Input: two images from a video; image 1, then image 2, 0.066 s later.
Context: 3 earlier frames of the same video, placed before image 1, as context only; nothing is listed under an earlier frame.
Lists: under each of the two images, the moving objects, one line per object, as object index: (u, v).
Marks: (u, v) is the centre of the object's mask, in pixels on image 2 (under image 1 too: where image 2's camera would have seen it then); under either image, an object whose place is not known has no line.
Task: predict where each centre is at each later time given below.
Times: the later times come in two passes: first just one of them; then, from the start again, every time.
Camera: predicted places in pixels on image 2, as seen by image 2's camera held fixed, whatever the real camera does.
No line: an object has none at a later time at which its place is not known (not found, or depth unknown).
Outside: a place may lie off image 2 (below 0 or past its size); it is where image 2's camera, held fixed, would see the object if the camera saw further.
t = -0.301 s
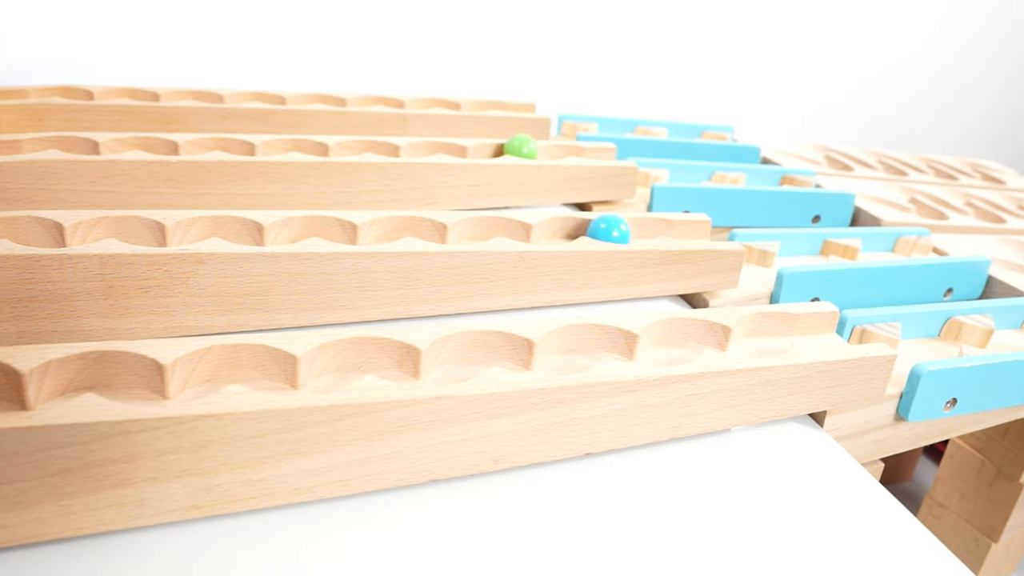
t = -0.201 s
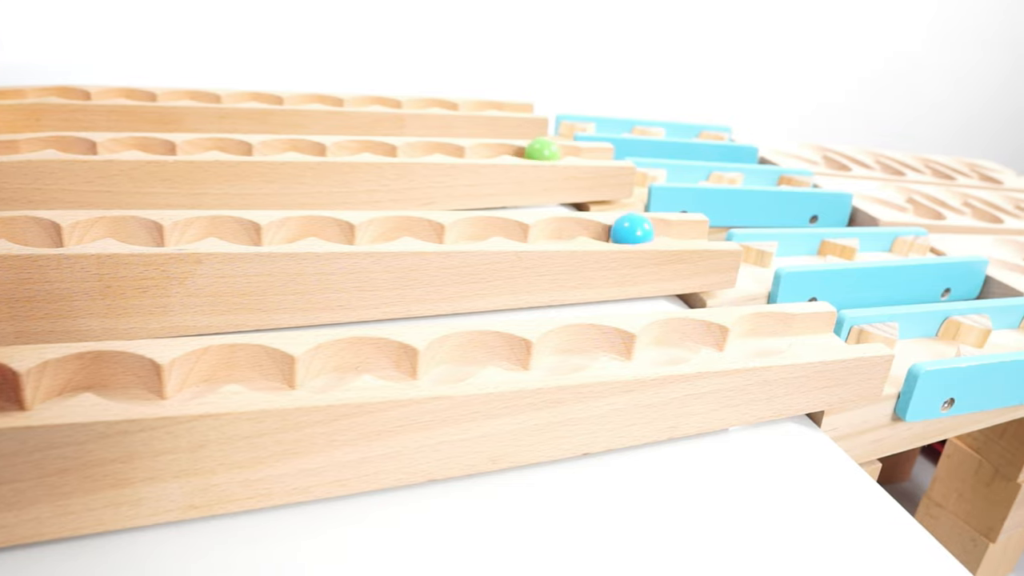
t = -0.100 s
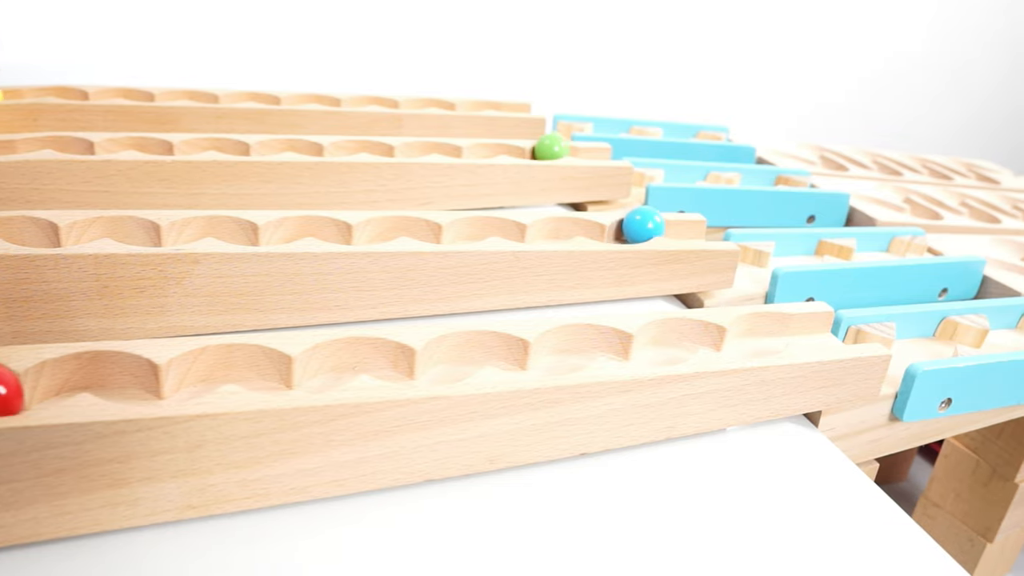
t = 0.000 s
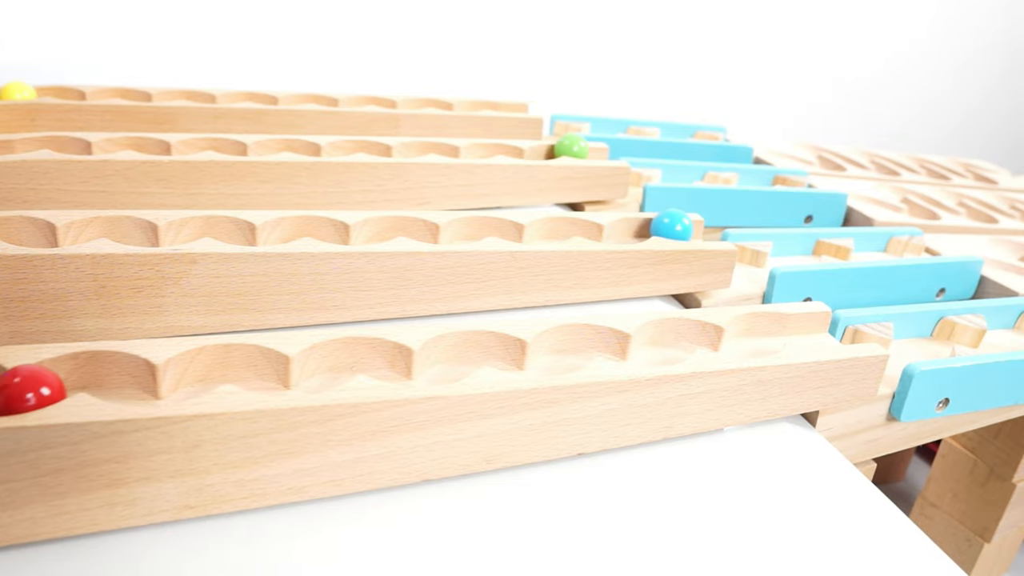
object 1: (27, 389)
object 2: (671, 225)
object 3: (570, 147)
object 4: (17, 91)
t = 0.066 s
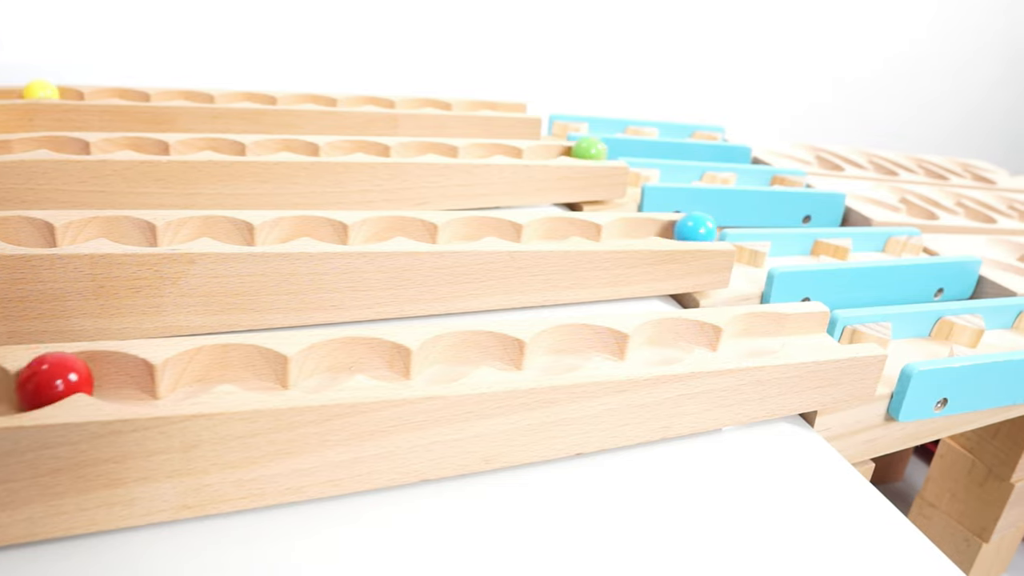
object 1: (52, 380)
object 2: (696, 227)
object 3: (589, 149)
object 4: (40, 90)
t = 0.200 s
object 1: (118, 377)
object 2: (744, 260)
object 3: (630, 159)
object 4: (66, 91)
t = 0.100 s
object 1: (69, 375)
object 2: (706, 228)
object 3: (598, 150)
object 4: (50, 90)
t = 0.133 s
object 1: (88, 373)
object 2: (718, 227)
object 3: (607, 150)
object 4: (57, 90)
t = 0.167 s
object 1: (105, 374)
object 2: (731, 234)
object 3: (618, 151)
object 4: (63, 90)
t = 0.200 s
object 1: (118, 377)
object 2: (744, 260)
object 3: (630, 159)
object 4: (66, 91)
